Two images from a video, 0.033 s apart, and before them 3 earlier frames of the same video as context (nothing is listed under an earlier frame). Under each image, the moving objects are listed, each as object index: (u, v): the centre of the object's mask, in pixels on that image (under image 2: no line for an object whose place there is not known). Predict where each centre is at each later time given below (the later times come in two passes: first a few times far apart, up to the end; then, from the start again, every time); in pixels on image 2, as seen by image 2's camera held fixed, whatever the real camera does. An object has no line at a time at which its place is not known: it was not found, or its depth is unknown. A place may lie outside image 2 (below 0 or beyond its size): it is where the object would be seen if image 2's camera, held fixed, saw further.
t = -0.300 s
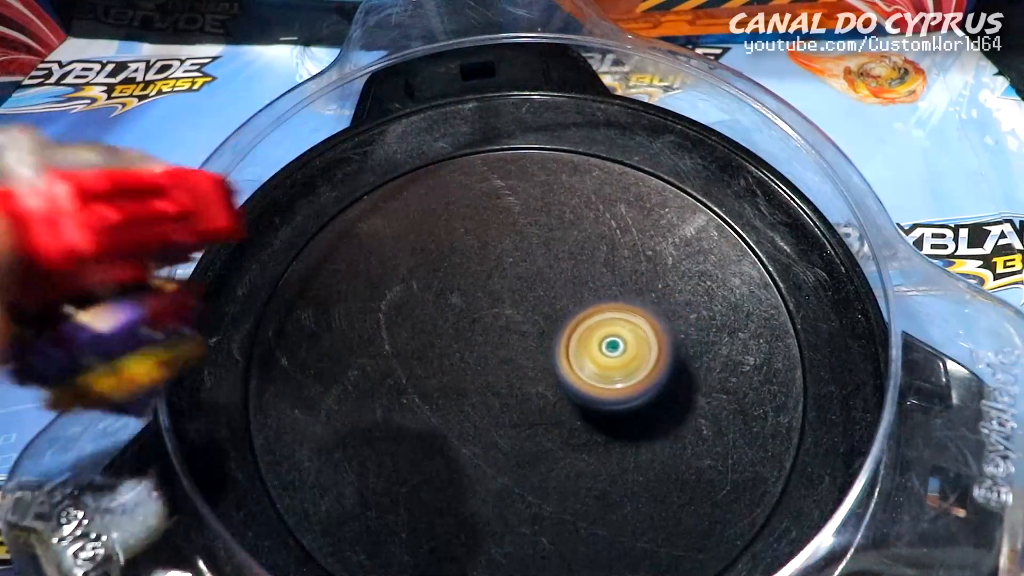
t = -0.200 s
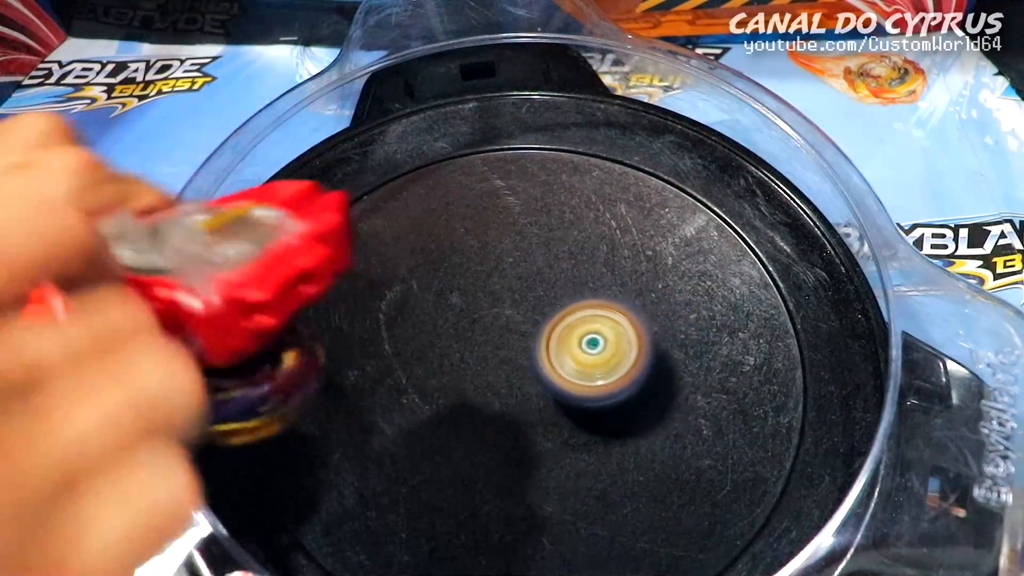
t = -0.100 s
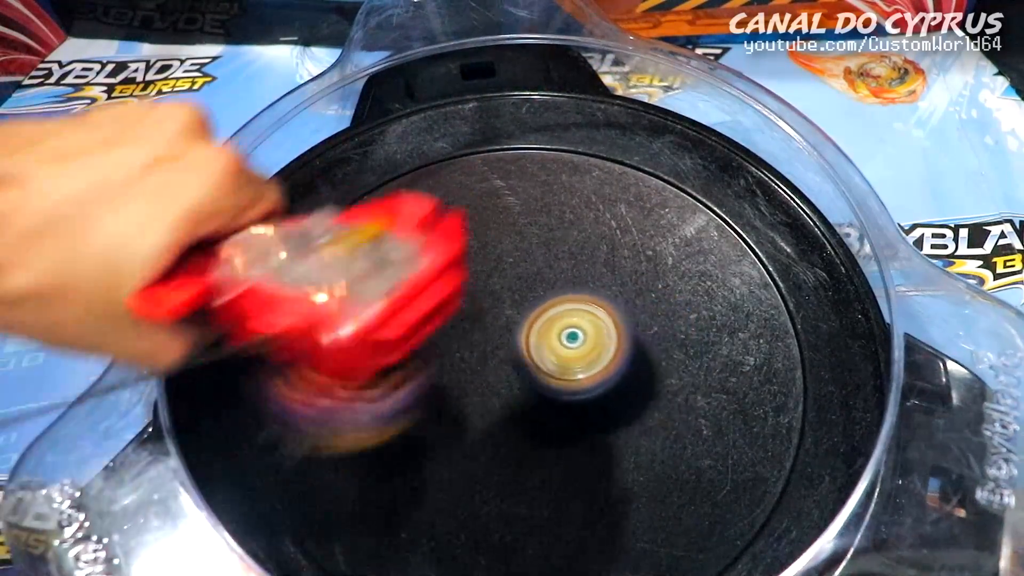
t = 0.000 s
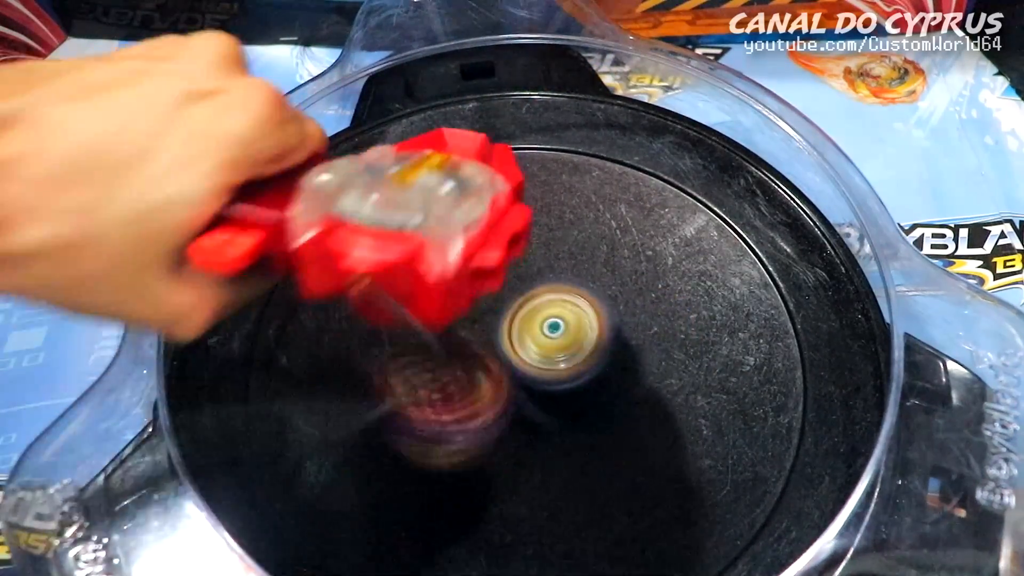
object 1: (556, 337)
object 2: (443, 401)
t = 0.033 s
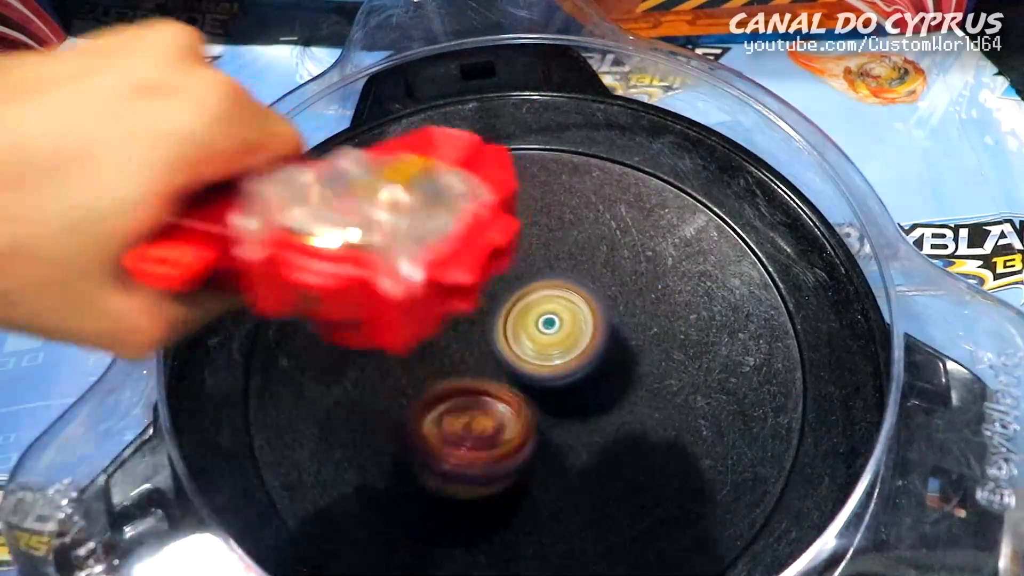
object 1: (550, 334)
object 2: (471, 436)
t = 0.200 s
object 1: (537, 292)
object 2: (576, 446)
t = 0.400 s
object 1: (558, 275)
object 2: (585, 411)
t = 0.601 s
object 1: (584, 246)
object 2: (457, 402)
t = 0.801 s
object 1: (588, 279)
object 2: (341, 369)
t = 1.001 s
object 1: (552, 317)
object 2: (332, 368)
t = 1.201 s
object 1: (544, 337)
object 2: (362, 364)
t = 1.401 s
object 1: (576, 375)
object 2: (343, 327)
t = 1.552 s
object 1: (548, 397)
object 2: (399, 311)
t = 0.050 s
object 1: (548, 331)
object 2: (480, 428)
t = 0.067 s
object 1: (546, 326)
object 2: (490, 421)
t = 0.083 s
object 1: (544, 322)
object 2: (501, 416)
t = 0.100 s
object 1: (542, 319)
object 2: (515, 414)
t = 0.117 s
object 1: (540, 316)
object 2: (528, 415)
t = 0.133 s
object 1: (538, 316)
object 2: (540, 421)
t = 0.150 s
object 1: (537, 314)
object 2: (550, 434)
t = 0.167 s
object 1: (537, 306)
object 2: (562, 447)
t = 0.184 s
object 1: (537, 298)
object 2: (569, 448)
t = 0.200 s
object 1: (537, 292)
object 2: (576, 446)
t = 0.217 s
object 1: (538, 287)
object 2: (583, 448)
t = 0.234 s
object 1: (539, 285)
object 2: (590, 451)
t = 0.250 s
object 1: (541, 282)
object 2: (595, 455)
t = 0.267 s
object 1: (542, 280)
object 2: (599, 450)
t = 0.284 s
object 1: (545, 276)
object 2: (601, 448)
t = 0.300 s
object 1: (546, 274)
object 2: (602, 445)
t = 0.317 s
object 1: (548, 273)
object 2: (602, 440)
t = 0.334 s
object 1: (550, 272)
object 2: (602, 436)
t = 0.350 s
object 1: (552, 273)
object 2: (600, 430)
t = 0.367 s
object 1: (555, 274)
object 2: (596, 424)
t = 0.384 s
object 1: (556, 274)
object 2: (591, 418)
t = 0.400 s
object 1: (558, 275)
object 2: (585, 411)
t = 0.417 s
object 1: (559, 276)
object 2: (579, 403)
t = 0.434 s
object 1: (560, 277)
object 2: (571, 396)
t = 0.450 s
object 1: (561, 276)
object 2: (561, 391)
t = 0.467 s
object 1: (563, 270)
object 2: (552, 394)
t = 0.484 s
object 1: (564, 263)
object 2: (540, 397)
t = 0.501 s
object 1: (566, 257)
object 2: (529, 401)
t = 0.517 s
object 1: (569, 251)
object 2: (517, 403)
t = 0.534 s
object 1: (572, 248)
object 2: (505, 405)
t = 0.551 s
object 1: (575, 245)
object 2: (494, 404)
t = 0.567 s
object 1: (577, 245)
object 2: (482, 404)
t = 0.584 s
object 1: (581, 246)
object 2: (470, 403)
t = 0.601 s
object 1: (584, 246)
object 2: (457, 402)
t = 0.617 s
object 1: (586, 247)
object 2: (444, 399)
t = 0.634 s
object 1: (588, 248)
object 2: (433, 396)
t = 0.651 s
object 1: (589, 250)
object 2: (420, 392)
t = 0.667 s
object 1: (590, 252)
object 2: (409, 389)
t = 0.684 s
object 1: (592, 254)
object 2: (398, 386)
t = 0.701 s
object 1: (593, 258)
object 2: (388, 383)
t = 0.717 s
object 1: (593, 261)
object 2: (379, 379)
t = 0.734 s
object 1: (593, 265)
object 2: (369, 377)
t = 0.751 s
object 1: (592, 269)
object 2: (362, 375)
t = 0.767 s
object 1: (591, 272)
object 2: (354, 373)
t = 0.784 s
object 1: (590, 276)
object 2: (348, 371)
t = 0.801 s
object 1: (588, 279)
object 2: (341, 369)
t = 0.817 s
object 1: (587, 282)
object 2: (336, 368)
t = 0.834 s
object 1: (584, 286)
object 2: (332, 367)
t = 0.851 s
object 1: (582, 290)
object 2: (328, 366)
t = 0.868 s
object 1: (579, 294)
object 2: (326, 365)
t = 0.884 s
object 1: (576, 297)
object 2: (324, 365)
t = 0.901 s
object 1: (573, 300)
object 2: (322, 365)
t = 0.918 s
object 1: (570, 303)
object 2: (323, 365)
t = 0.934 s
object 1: (567, 306)
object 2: (323, 366)
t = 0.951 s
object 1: (563, 309)
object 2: (323, 367)
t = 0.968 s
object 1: (559, 312)
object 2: (325, 367)
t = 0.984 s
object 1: (555, 315)
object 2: (328, 368)
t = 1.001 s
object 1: (552, 317)
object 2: (332, 368)
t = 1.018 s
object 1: (548, 320)
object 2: (336, 369)
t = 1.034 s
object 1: (544, 322)
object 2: (340, 370)
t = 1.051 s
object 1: (540, 324)
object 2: (345, 371)
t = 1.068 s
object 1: (535, 326)
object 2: (351, 371)
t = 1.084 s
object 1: (531, 329)
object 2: (356, 372)
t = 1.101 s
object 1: (526, 331)
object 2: (363, 372)
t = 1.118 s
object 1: (522, 333)
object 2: (370, 372)
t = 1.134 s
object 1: (518, 334)
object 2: (376, 371)
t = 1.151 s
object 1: (514, 336)
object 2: (383, 370)
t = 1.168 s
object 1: (520, 336)
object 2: (379, 368)
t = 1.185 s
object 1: (533, 336)
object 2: (371, 367)
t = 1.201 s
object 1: (544, 337)
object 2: (362, 364)
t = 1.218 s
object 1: (553, 339)
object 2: (357, 361)
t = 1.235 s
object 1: (562, 340)
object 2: (350, 357)
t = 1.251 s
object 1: (568, 342)
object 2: (346, 354)
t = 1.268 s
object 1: (572, 345)
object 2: (342, 350)
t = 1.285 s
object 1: (575, 347)
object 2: (339, 347)
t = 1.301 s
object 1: (577, 350)
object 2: (338, 344)
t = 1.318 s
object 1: (579, 355)
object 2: (337, 341)
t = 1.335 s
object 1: (580, 360)
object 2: (337, 338)
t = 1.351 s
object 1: (580, 364)
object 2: (338, 335)
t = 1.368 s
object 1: (579, 368)
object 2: (339, 333)
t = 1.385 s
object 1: (578, 371)
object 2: (341, 330)
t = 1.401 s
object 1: (576, 375)
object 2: (343, 327)
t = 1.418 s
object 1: (574, 378)
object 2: (348, 325)
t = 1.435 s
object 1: (572, 381)
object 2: (354, 323)
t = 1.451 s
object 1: (569, 384)
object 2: (359, 321)
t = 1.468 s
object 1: (566, 387)
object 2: (364, 318)
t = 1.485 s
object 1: (562, 390)
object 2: (371, 317)
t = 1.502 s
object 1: (559, 392)
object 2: (377, 316)
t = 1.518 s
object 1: (556, 394)
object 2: (383, 313)
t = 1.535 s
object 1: (552, 396)
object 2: (392, 311)
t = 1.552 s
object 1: (548, 397)
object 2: (399, 311)
